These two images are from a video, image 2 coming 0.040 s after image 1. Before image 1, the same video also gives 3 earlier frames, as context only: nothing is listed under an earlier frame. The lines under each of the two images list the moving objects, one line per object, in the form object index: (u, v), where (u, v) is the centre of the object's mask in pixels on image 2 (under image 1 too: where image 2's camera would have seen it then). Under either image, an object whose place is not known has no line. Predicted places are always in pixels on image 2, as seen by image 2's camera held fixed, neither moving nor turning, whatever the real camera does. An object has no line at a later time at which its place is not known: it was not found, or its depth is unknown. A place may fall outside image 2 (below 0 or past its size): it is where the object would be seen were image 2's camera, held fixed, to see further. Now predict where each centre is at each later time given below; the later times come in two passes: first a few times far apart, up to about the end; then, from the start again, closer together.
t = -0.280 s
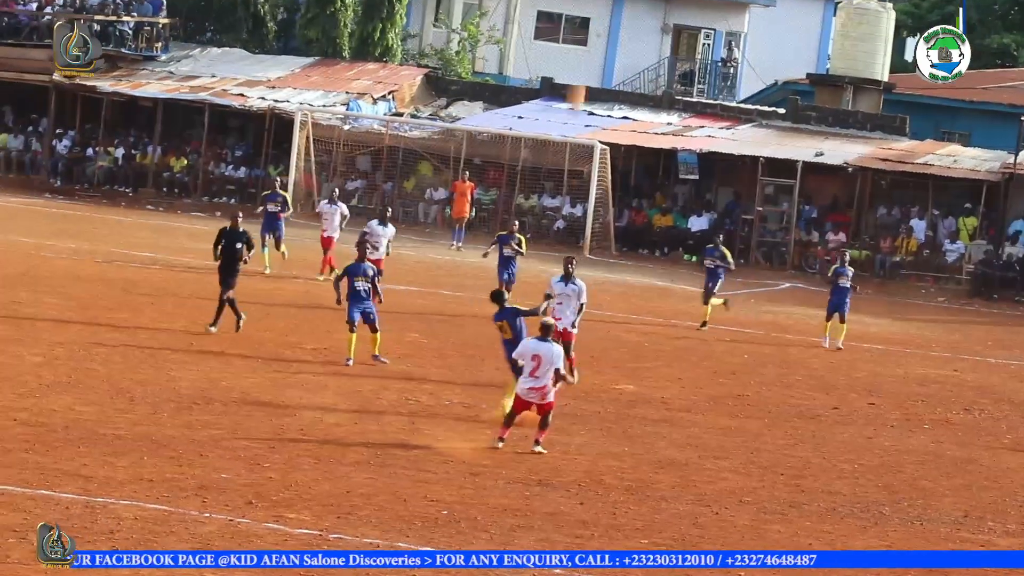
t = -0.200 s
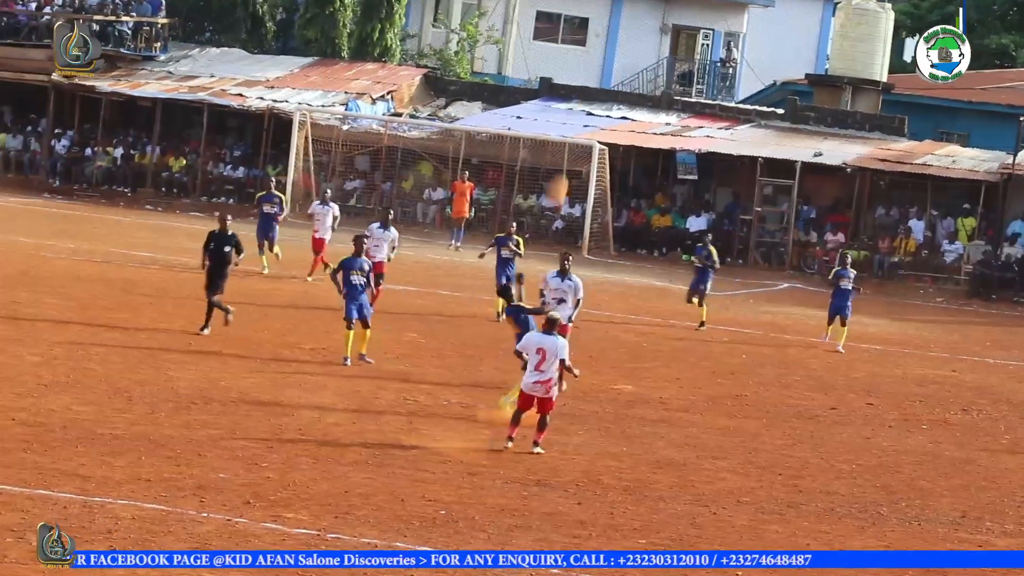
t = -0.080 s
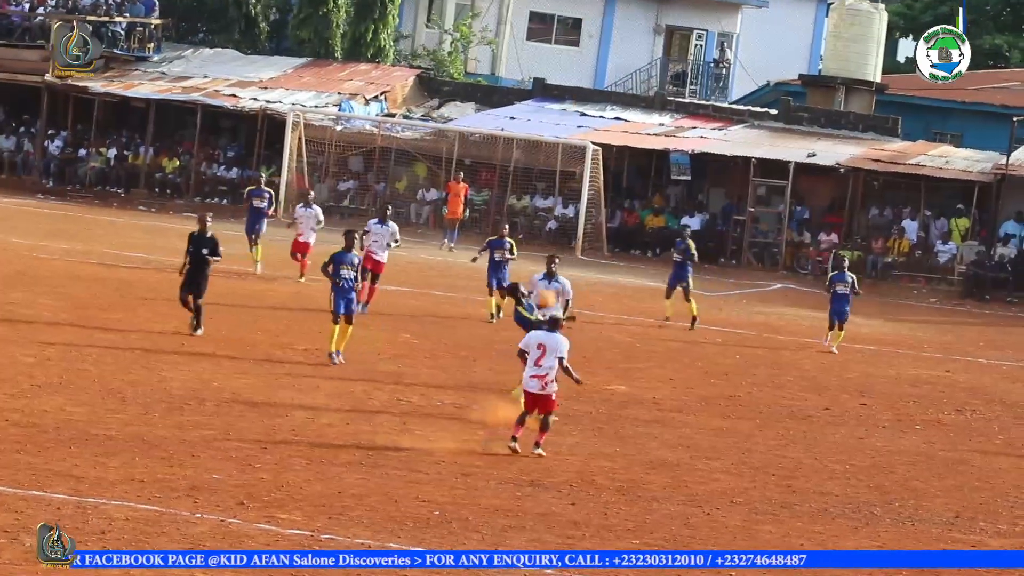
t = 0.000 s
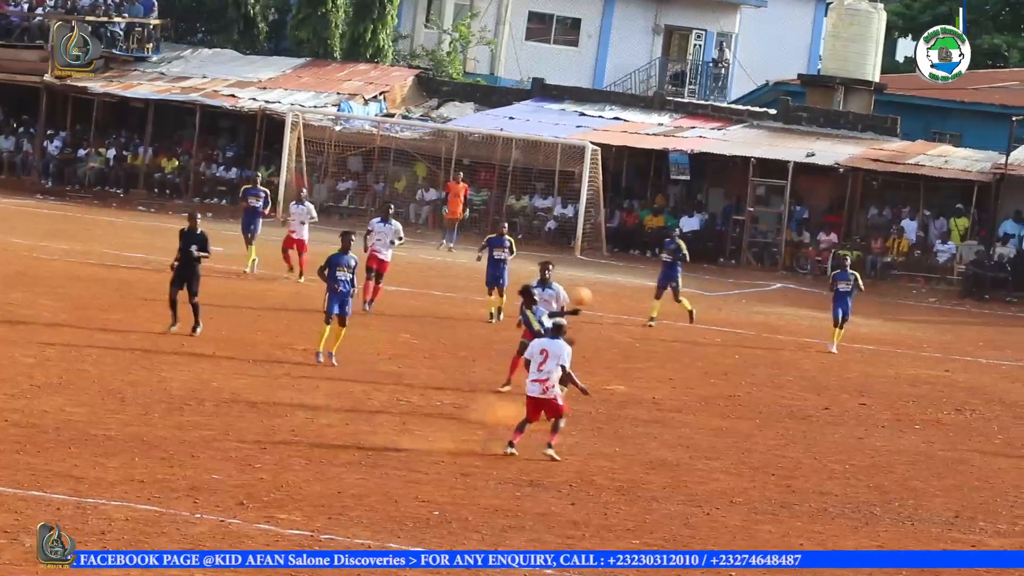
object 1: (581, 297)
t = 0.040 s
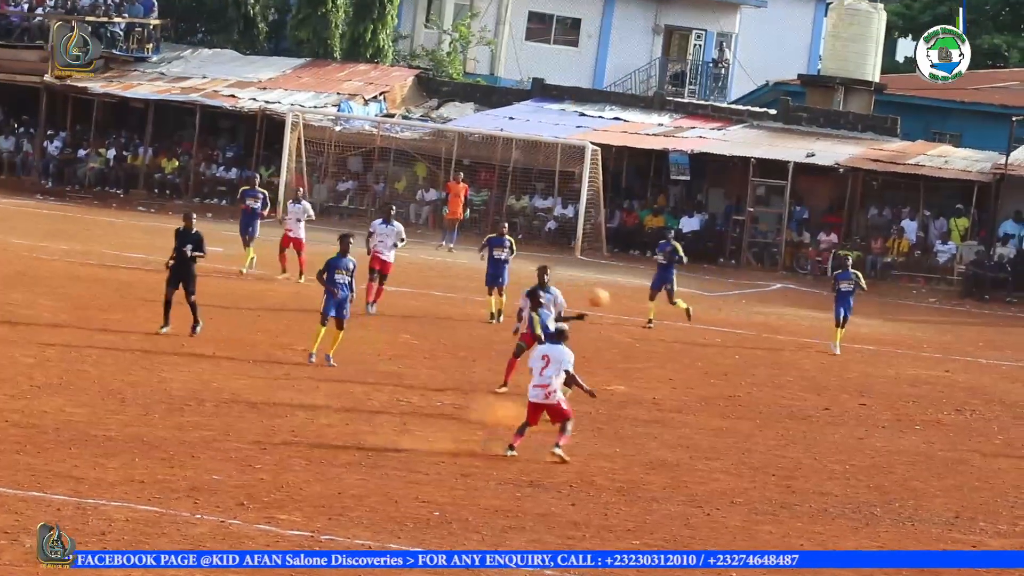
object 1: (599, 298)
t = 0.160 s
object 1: (652, 306)
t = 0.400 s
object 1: (748, 367)
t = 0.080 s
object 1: (616, 300)
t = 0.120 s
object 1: (635, 303)
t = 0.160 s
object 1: (652, 306)
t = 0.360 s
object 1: (732, 353)
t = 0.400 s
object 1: (748, 367)
